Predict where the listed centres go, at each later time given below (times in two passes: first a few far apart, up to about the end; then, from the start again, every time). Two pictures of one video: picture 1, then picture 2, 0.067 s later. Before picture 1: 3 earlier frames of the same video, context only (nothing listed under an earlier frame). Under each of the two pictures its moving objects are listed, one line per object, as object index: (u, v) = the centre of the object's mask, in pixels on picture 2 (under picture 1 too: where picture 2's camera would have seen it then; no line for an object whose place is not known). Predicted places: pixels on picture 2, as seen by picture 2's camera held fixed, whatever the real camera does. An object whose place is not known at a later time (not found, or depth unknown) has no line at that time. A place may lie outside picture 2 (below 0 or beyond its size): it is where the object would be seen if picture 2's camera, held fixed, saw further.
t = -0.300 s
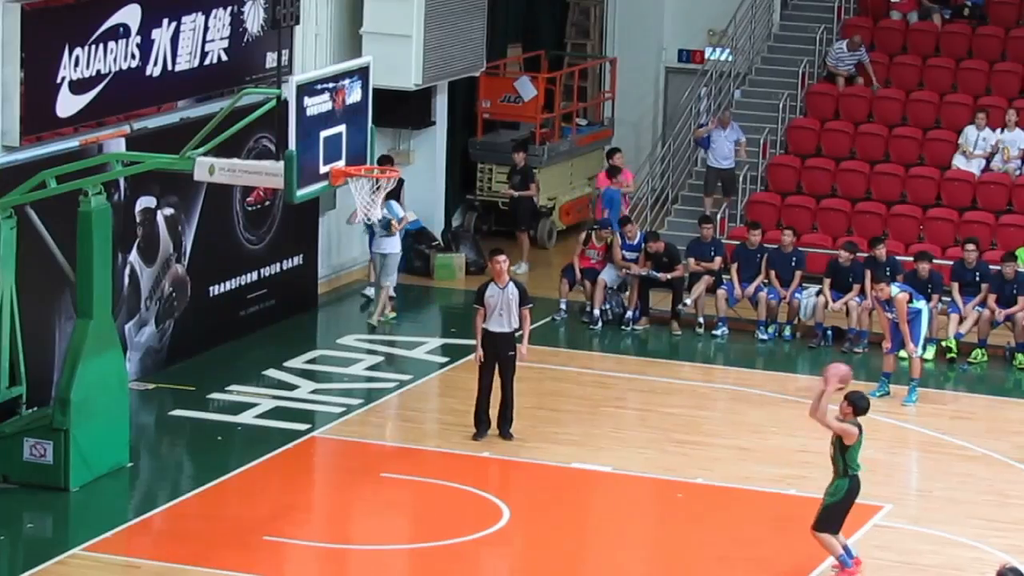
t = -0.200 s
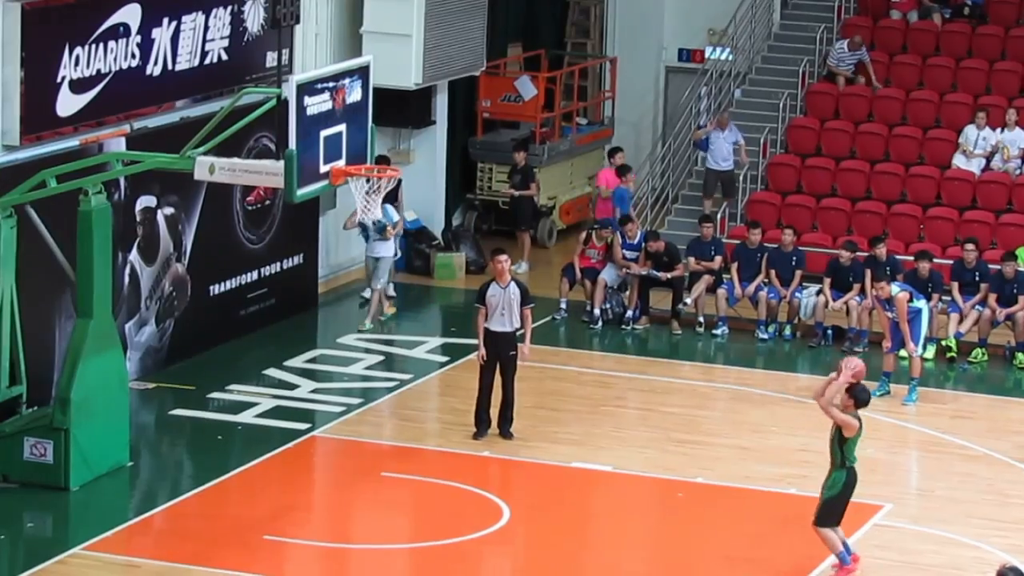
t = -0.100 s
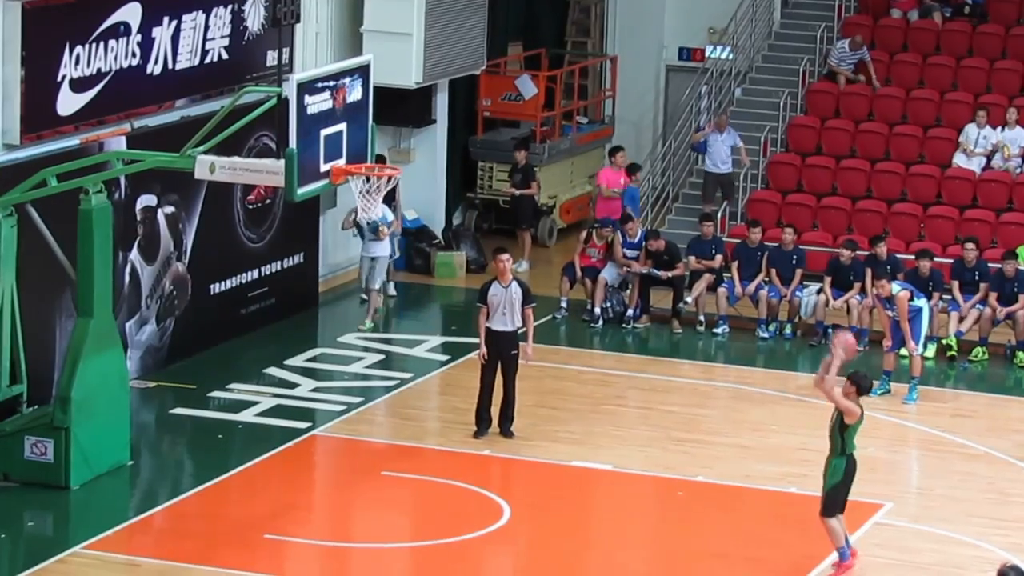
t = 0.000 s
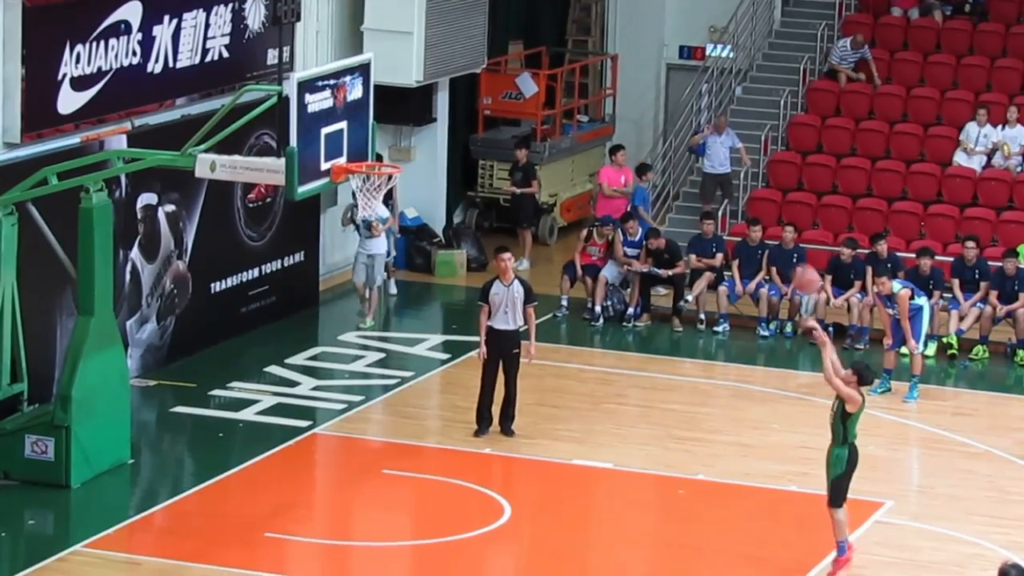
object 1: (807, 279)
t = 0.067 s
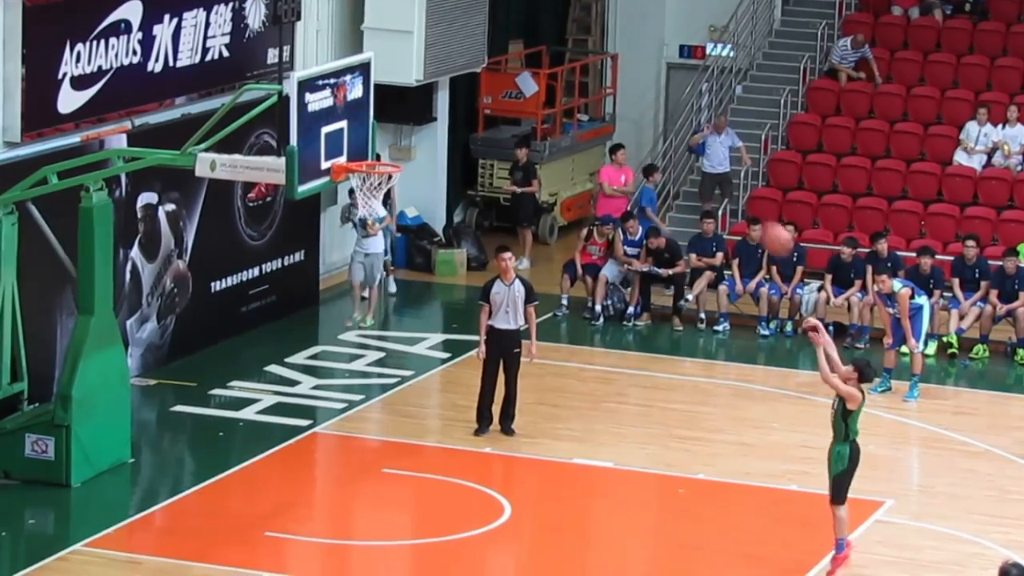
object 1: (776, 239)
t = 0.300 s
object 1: (665, 133)
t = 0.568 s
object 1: (539, 90)
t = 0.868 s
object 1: (401, 135)
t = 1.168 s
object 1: (407, 201)
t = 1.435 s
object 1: (441, 253)
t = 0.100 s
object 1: (760, 219)
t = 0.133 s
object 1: (744, 202)
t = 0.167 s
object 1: (728, 186)
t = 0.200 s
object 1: (713, 171)
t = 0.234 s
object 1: (695, 156)
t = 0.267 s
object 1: (681, 143)
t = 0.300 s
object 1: (665, 133)
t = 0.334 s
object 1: (649, 123)
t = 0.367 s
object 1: (634, 115)
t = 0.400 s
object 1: (618, 107)
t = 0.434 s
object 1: (601, 102)
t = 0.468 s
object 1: (585, 96)
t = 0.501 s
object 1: (570, 94)
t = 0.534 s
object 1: (555, 90)
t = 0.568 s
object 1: (539, 90)
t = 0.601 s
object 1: (523, 90)
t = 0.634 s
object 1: (507, 92)
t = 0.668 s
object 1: (491, 93)
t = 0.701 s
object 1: (476, 98)
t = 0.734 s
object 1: (462, 103)
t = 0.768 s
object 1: (447, 109)
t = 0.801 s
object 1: (430, 116)
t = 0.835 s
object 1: (416, 124)
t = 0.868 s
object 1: (401, 135)
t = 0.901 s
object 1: (386, 145)
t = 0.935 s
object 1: (370, 157)
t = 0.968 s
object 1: (363, 170)
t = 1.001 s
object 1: (373, 183)
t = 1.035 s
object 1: (385, 196)
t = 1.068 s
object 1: (393, 199)
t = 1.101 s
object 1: (398, 199)
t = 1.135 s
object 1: (402, 201)
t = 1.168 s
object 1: (407, 201)
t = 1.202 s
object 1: (411, 202)
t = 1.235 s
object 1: (416, 206)
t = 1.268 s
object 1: (420, 211)
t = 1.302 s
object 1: (424, 218)
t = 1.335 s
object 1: (428, 226)
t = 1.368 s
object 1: (433, 233)
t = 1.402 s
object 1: (436, 243)
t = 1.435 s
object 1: (441, 253)
